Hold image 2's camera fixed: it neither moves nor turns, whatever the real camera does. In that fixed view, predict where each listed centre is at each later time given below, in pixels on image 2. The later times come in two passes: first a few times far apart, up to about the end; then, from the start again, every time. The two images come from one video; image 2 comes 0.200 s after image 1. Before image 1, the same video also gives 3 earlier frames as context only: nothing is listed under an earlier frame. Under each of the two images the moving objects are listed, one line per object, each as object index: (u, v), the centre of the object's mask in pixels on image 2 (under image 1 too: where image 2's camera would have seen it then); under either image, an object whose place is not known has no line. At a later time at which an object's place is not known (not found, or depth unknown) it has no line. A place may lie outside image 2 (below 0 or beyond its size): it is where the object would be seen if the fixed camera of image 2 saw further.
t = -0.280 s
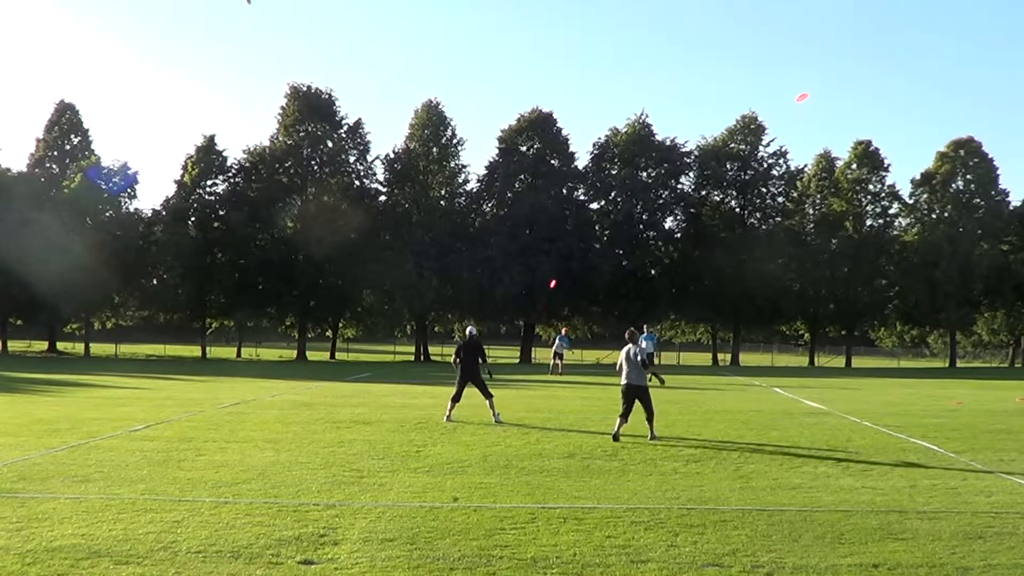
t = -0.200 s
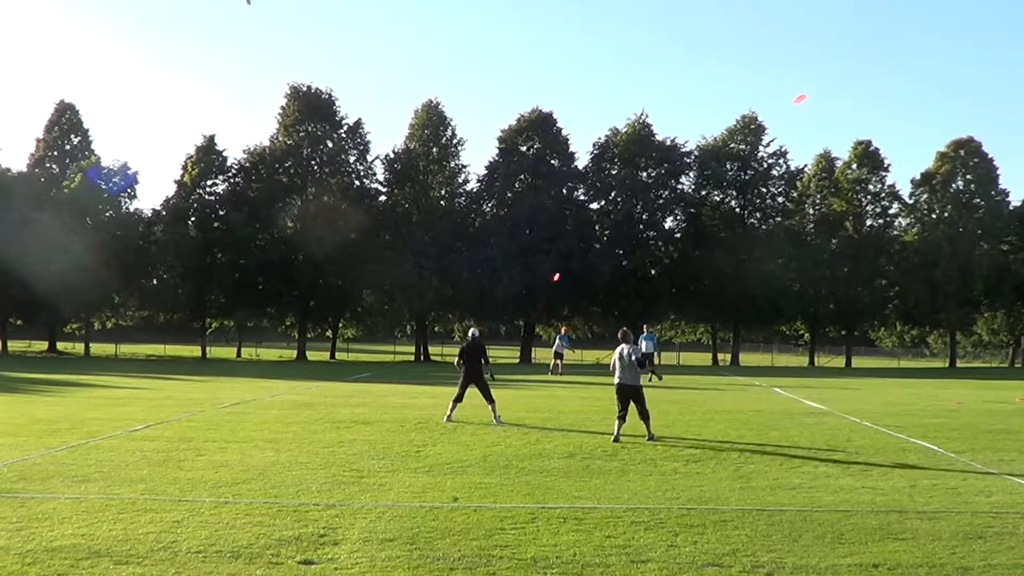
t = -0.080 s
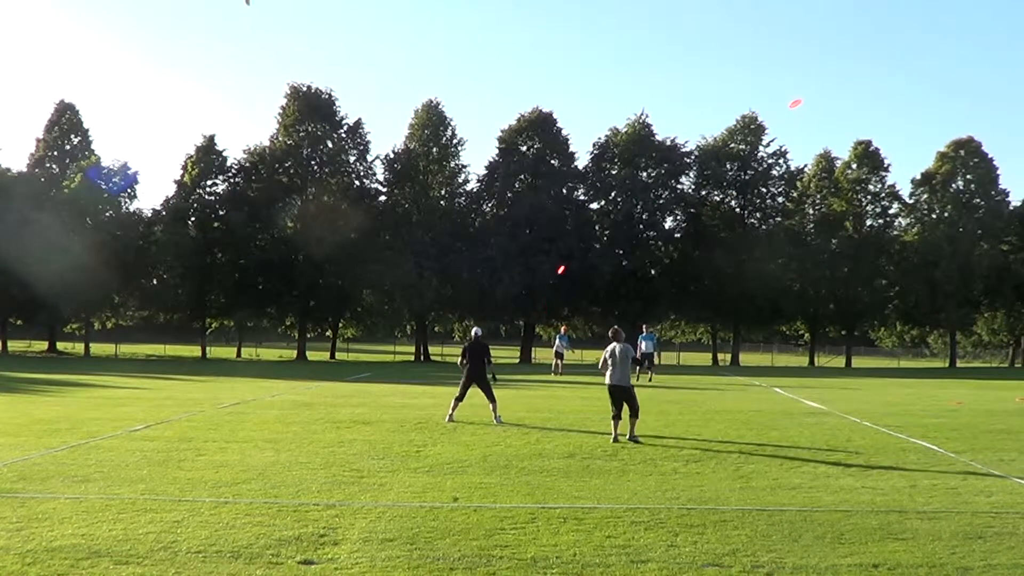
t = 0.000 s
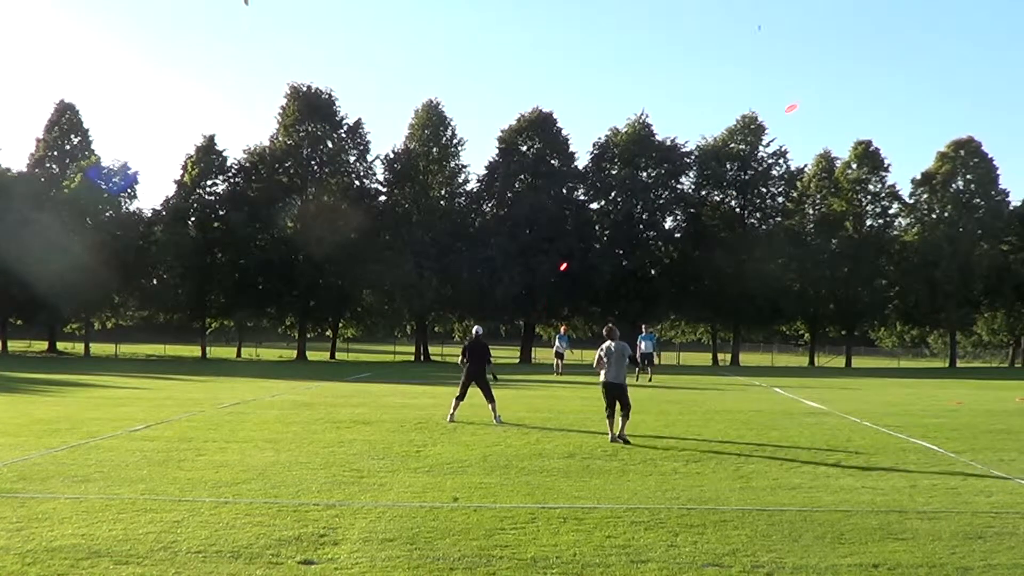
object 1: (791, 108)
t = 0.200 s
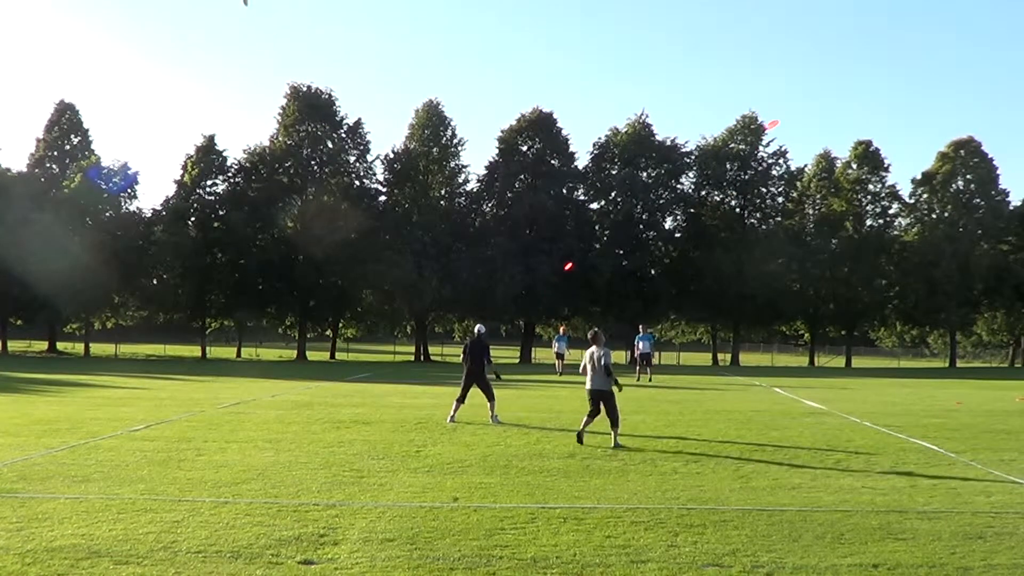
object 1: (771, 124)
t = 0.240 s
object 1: (767, 128)
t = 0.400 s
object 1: (742, 146)
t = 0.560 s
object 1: (710, 167)
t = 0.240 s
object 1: (767, 128)
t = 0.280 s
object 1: (761, 132)
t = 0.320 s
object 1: (756, 137)
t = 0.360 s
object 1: (750, 141)
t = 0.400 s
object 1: (742, 146)
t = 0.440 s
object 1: (735, 151)
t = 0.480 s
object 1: (727, 156)
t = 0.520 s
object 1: (719, 161)
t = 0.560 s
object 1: (710, 167)
